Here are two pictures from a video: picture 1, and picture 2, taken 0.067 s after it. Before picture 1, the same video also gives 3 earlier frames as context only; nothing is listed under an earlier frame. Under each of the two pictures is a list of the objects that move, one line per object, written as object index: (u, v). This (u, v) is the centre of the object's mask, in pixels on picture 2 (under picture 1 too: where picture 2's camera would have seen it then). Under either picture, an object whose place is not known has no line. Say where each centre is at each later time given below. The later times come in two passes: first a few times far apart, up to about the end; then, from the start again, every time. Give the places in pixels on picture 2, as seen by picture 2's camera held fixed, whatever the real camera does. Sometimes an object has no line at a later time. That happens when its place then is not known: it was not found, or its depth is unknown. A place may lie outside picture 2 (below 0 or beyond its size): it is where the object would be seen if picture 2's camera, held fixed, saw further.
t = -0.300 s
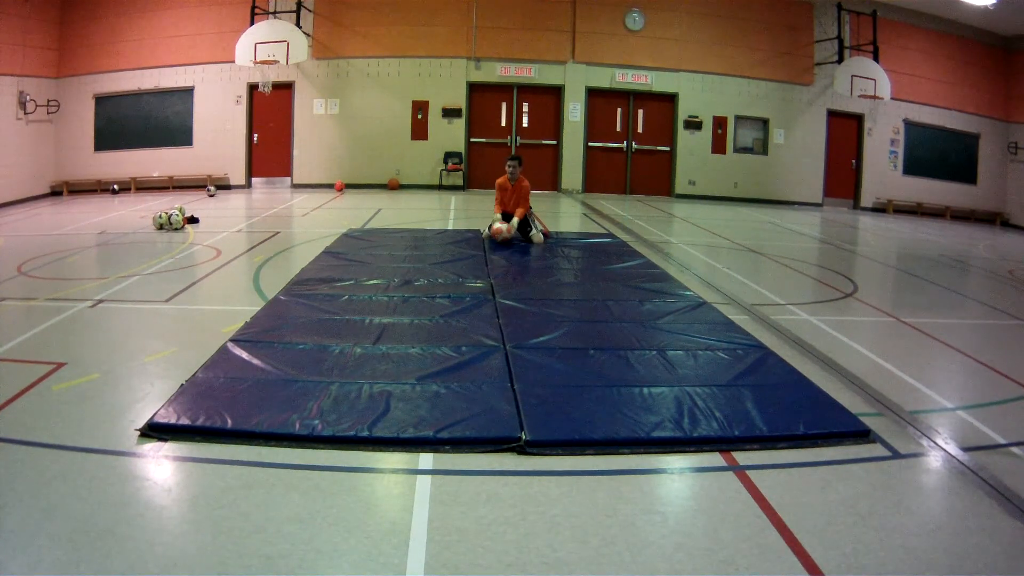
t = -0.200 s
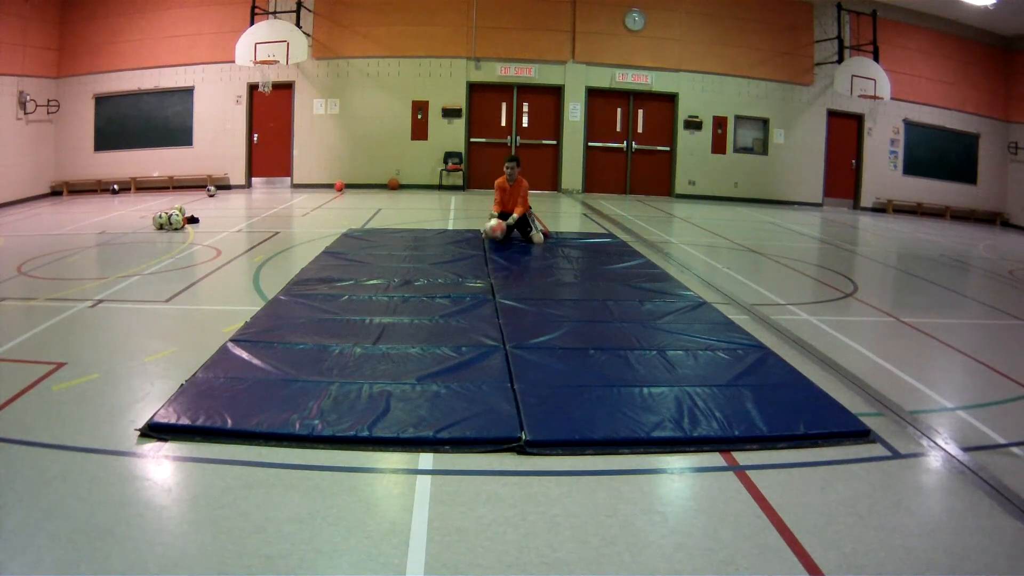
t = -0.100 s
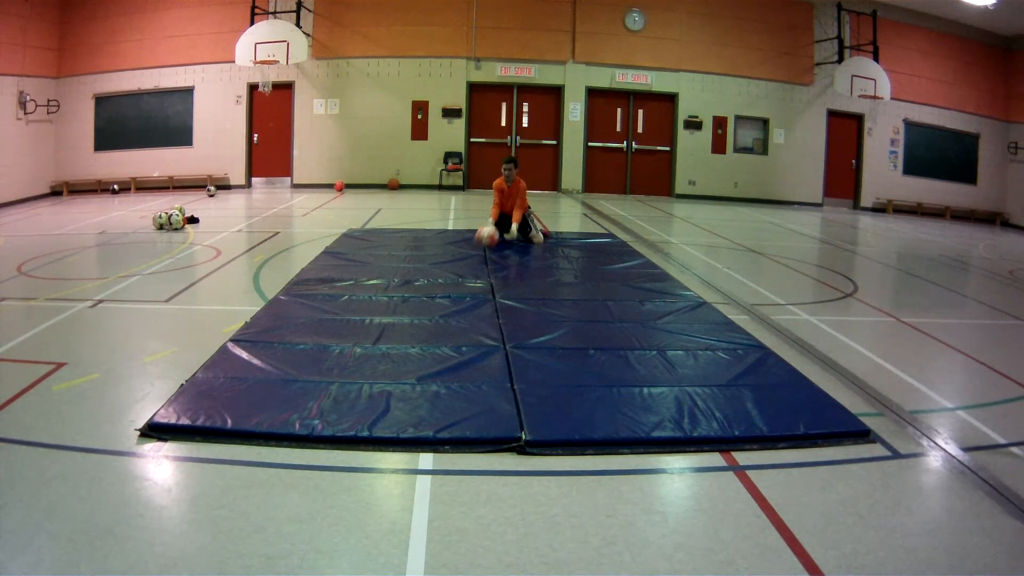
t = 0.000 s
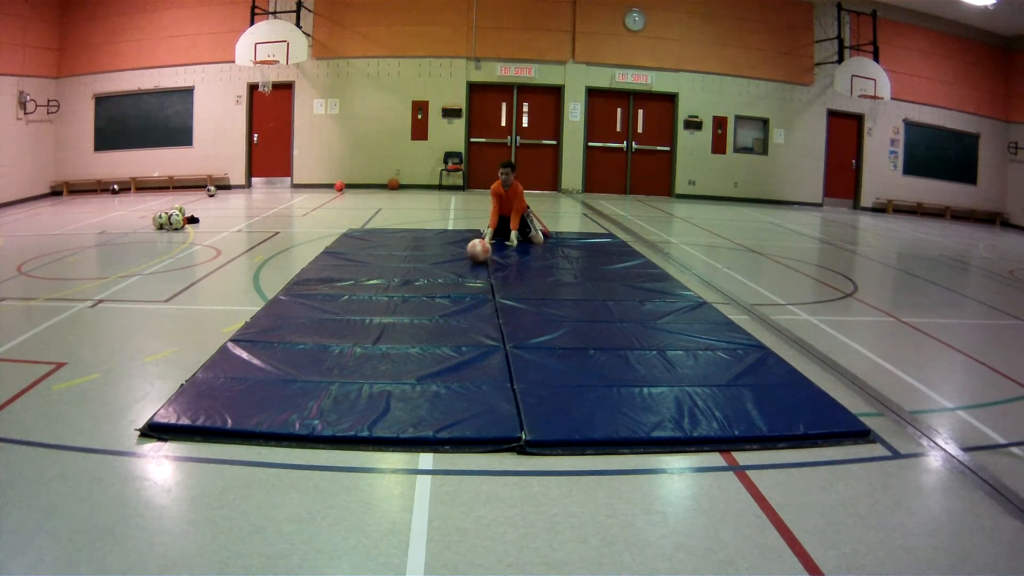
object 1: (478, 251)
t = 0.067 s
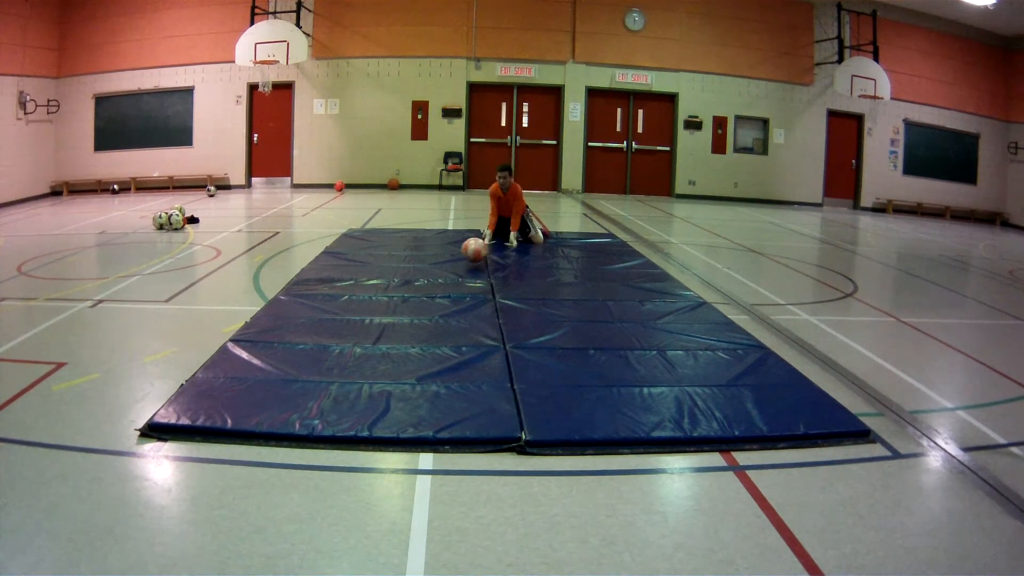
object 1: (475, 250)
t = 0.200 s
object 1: (464, 260)
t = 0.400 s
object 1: (445, 268)
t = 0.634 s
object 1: (419, 282)
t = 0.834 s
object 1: (393, 297)
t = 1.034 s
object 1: (364, 311)
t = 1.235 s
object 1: (329, 326)
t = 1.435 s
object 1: (293, 343)
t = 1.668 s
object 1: (242, 364)
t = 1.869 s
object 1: (195, 386)
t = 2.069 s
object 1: (143, 420)
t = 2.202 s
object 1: (104, 432)
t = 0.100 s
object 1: (472, 251)
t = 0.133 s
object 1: (469, 253)
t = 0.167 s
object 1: (467, 257)
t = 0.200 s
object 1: (464, 260)
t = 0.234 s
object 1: (461, 261)
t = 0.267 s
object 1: (458, 263)
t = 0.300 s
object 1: (455, 265)
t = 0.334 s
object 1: (451, 266)
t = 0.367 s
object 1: (448, 266)
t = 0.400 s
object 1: (445, 268)
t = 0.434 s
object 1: (442, 270)
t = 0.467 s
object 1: (438, 275)
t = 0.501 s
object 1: (434, 277)
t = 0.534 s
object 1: (431, 277)
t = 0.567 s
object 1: (427, 280)
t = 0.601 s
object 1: (423, 282)
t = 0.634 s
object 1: (419, 282)
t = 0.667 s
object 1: (415, 285)
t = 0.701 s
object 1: (411, 288)
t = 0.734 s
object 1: (407, 291)
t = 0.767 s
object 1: (402, 291)
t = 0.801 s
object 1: (398, 294)
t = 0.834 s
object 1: (393, 297)
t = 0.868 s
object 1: (389, 299)
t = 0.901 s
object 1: (384, 301)
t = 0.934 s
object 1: (379, 303)
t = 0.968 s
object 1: (374, 306)
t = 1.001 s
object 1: (369, 309)
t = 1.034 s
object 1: (364, 311)
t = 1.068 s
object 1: (359, 313)
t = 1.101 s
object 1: (354, 316)
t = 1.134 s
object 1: (348, 319)
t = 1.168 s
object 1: (341, 322)
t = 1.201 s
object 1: (335, 323)
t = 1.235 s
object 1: (329, 326)
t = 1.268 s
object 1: (324, 327)
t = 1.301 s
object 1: (318, 331)
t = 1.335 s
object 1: (311, 335)
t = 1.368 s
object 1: (305, 337)
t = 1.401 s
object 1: (299, 339)
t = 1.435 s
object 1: (293, 343)
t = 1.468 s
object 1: (285, 346)
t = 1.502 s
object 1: (279, 348)
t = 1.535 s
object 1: (272, 351)
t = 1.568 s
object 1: (265, 355)
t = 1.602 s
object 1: (258, 358)
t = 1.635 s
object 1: (252, 361)
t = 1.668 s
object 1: (242, 364)
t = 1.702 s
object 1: (234, 368)
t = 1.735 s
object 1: (228, 371)
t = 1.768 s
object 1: (220, 375)
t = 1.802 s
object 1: (212, 378)
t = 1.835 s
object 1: (204, 382)
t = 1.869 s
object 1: (195, 386)
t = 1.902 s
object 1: (187, 389)
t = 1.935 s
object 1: (178, 393)
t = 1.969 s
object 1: (169, 398)
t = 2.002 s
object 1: (160, 402)
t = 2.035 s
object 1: (152, 411)
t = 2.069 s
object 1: (143, 420)
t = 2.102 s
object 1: (133, 422)
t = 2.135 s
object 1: (124, 423)
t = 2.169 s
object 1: (114, 427)
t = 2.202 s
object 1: (104, 432)
